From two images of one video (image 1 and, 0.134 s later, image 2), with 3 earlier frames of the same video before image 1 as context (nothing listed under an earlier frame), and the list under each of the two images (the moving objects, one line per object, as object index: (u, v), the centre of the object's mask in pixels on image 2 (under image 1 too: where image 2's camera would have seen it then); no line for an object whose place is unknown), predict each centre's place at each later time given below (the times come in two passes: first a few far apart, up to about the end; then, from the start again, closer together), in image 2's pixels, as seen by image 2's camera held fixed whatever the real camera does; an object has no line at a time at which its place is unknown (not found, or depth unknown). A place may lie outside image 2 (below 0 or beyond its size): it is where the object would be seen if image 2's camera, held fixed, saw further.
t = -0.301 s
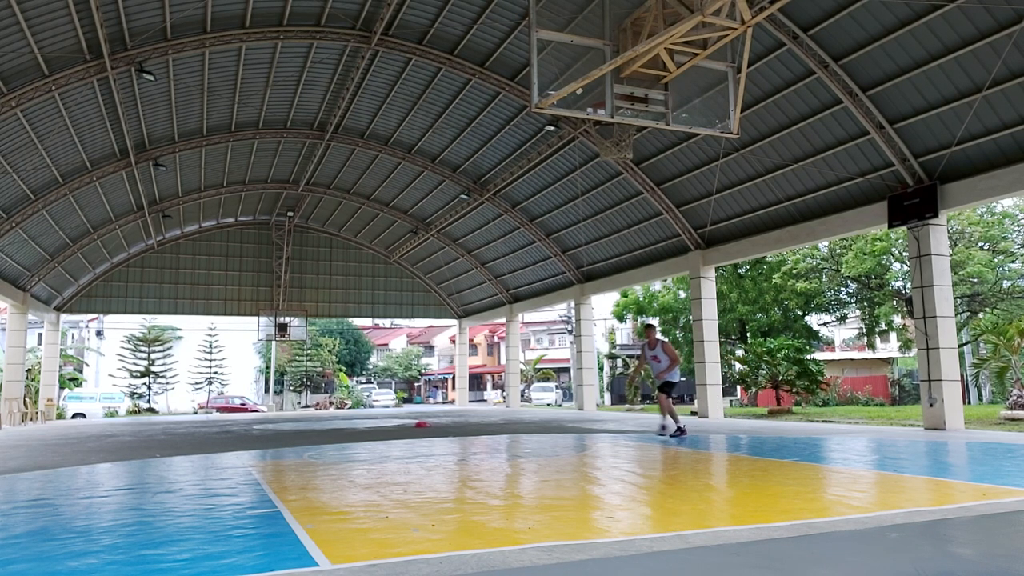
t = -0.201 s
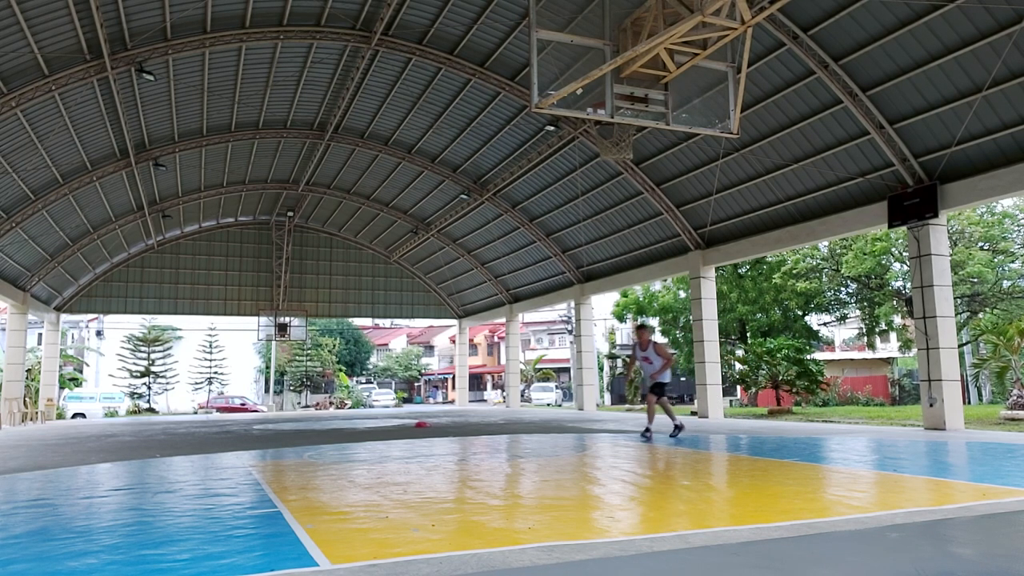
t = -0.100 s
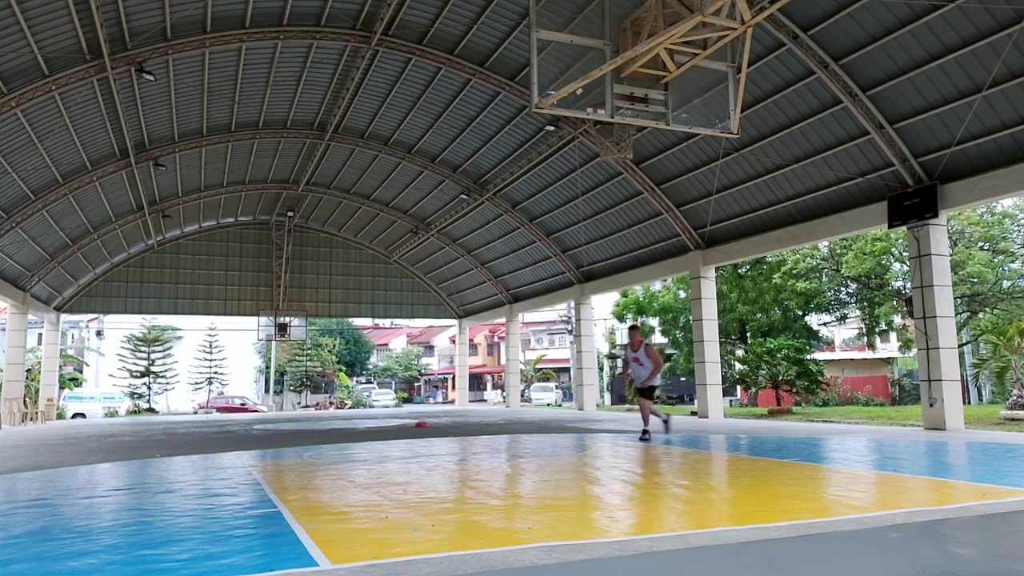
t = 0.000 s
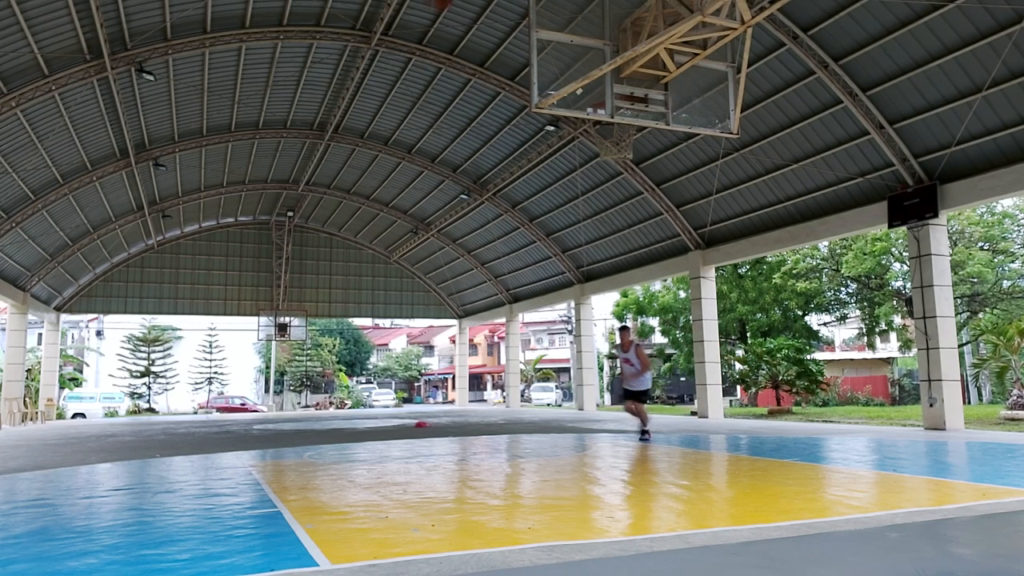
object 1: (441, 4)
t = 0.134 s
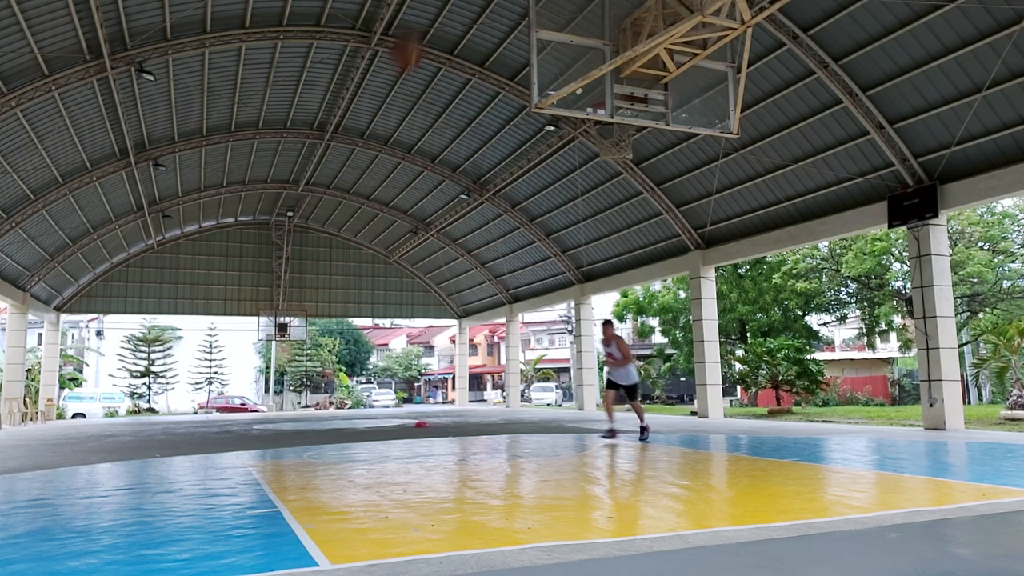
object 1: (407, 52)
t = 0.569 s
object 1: (285, 461)
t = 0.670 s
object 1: (260, 432)
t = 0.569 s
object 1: (285, 461)
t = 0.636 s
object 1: (269, 456)
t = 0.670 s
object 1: (260, 432)
